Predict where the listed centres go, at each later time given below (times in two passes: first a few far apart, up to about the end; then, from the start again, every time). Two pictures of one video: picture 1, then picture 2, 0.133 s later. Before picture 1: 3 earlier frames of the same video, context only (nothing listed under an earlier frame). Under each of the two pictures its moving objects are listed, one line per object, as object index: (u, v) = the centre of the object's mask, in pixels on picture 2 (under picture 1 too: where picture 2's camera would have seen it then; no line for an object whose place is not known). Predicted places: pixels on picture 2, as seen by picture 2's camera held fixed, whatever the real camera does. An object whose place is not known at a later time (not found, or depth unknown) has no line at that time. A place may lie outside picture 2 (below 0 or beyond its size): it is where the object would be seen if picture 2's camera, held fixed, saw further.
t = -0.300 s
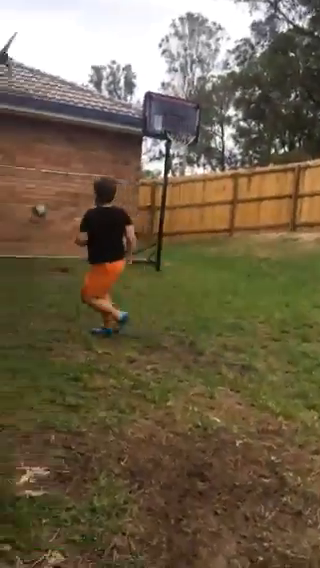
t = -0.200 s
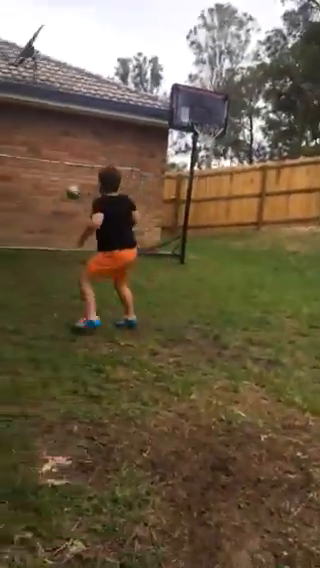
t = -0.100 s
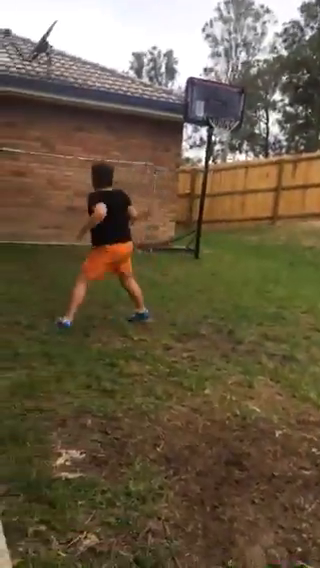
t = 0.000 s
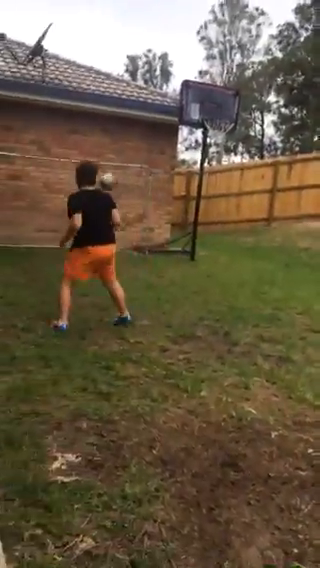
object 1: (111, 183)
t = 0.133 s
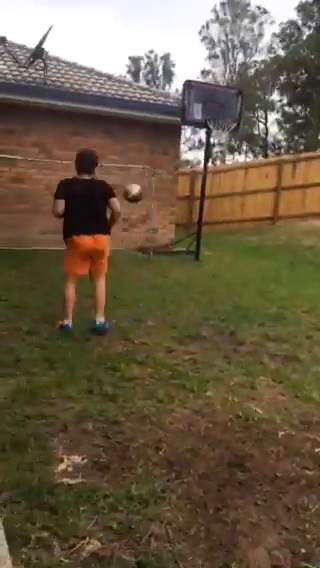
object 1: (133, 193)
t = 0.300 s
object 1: (165, 233)
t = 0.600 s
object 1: (239, 310)
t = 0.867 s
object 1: (309, 295)
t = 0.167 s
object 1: (137, 198)
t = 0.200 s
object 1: (144, 205)
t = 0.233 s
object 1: (151, 213)
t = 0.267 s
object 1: (158, 222)
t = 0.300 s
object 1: (165, 233)
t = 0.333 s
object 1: (169, 246)
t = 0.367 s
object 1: (180, 261)
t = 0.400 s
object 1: (188, 278)
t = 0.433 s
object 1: (197, 298)
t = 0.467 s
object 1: (207, 320)
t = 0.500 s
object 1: (215, 338)
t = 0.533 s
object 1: (224, 327)
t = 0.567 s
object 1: (231, 318)
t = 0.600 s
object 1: (239, 310)
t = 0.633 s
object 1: (247, 303)
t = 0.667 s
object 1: (256, 297)
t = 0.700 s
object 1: (263, 293)
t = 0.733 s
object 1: (273, 290)
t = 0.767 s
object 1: (281, 289)
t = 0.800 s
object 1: (290, 290)
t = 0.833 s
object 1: (299, 291)
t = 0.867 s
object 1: (309, 295)
